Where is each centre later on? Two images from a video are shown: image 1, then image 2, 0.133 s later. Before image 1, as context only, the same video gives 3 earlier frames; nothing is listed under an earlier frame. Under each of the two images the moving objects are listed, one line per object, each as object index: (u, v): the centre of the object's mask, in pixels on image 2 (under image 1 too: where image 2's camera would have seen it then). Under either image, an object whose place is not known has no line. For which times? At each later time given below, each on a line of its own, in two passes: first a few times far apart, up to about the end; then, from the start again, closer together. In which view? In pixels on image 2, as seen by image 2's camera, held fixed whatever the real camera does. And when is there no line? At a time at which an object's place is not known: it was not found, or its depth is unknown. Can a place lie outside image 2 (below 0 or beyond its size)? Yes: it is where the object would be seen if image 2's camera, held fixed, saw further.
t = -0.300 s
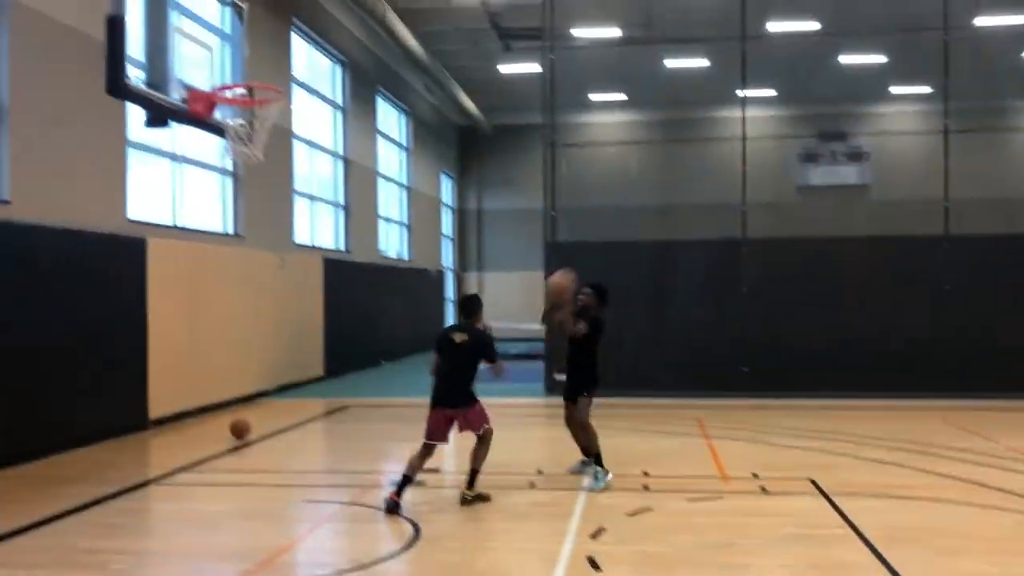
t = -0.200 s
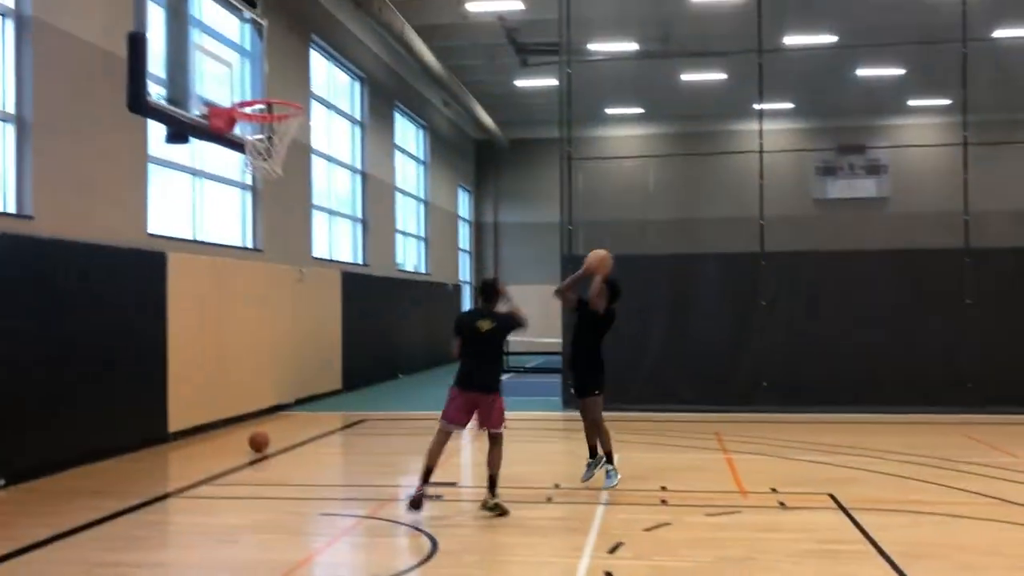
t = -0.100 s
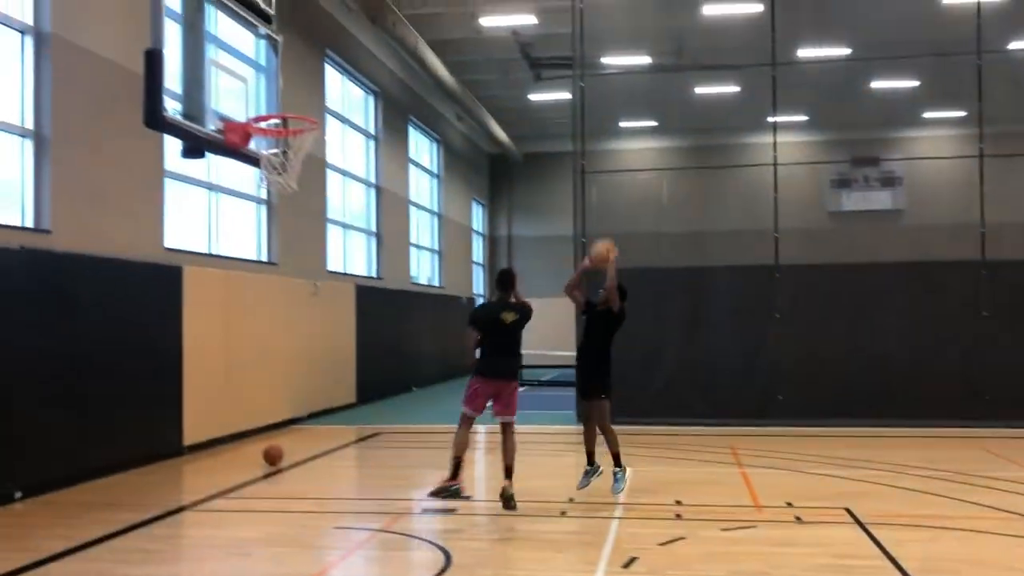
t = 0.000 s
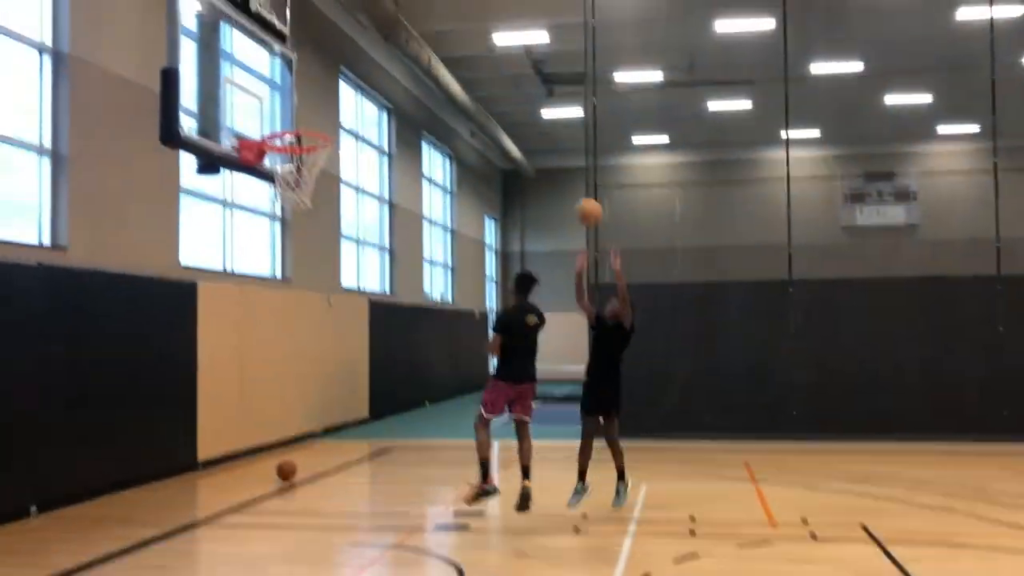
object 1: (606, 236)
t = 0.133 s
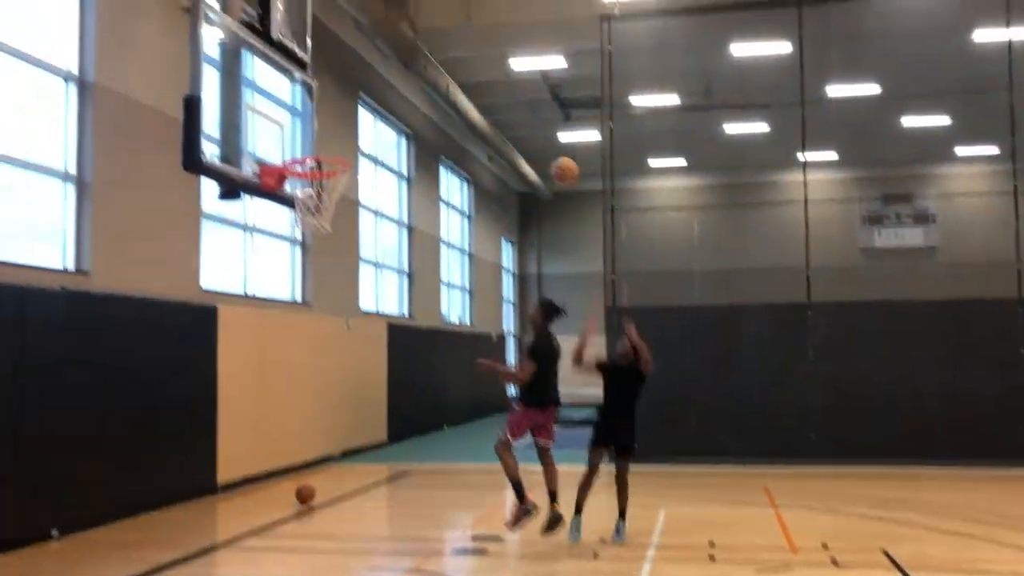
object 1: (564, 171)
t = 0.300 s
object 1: (511, 114)
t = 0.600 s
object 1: (411, 91)
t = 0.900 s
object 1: (304, 149)
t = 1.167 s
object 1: (375, 129)
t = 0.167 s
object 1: (554, 157)
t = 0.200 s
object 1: (544, 145)
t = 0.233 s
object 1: (533, 134)
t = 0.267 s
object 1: (522, 124)
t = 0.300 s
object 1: (511, 114)
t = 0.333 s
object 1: (500, 107)
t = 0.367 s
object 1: (490, 100)
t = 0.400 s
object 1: (479, 96)
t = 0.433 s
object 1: (468, 91)
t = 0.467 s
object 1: (455, 89)
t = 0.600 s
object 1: (411, 91)
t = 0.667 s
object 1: (386, 99)
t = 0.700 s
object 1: (375, 104)
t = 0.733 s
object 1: (362, 113)
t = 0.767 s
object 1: (349, 124)
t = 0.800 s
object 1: (337, 135)
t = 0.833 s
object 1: (324, 146)
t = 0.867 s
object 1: (312, 158)
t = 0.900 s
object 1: (304, 149)
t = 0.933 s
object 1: (302, 144)
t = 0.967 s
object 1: (312, 138)
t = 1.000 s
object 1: (323, 133)
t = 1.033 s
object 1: (332, 130)
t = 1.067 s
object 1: (342, 127)
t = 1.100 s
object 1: (352, 127)
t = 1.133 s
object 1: (363, 127)
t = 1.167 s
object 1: (375, 129)
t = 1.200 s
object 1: (385, 132)
